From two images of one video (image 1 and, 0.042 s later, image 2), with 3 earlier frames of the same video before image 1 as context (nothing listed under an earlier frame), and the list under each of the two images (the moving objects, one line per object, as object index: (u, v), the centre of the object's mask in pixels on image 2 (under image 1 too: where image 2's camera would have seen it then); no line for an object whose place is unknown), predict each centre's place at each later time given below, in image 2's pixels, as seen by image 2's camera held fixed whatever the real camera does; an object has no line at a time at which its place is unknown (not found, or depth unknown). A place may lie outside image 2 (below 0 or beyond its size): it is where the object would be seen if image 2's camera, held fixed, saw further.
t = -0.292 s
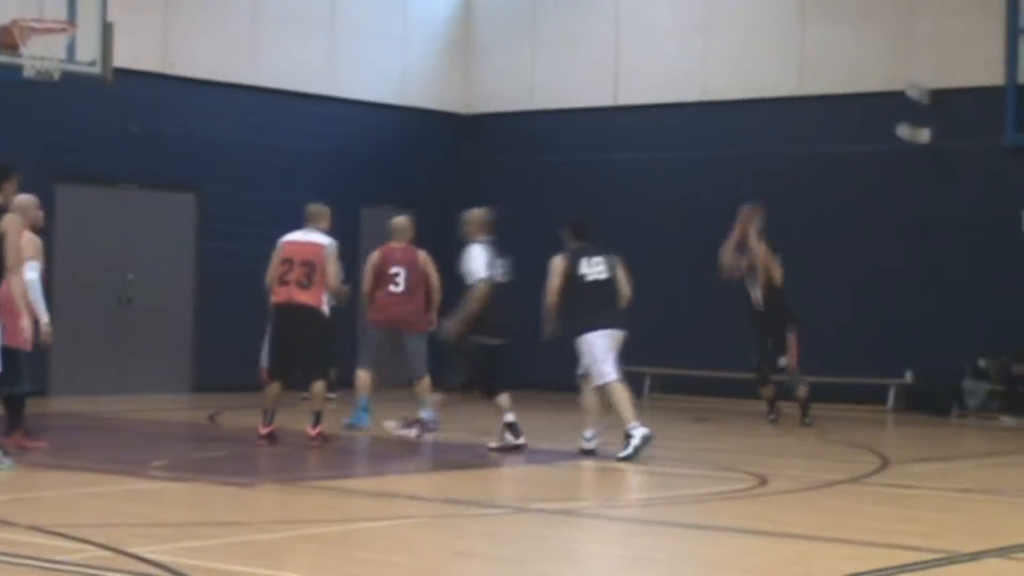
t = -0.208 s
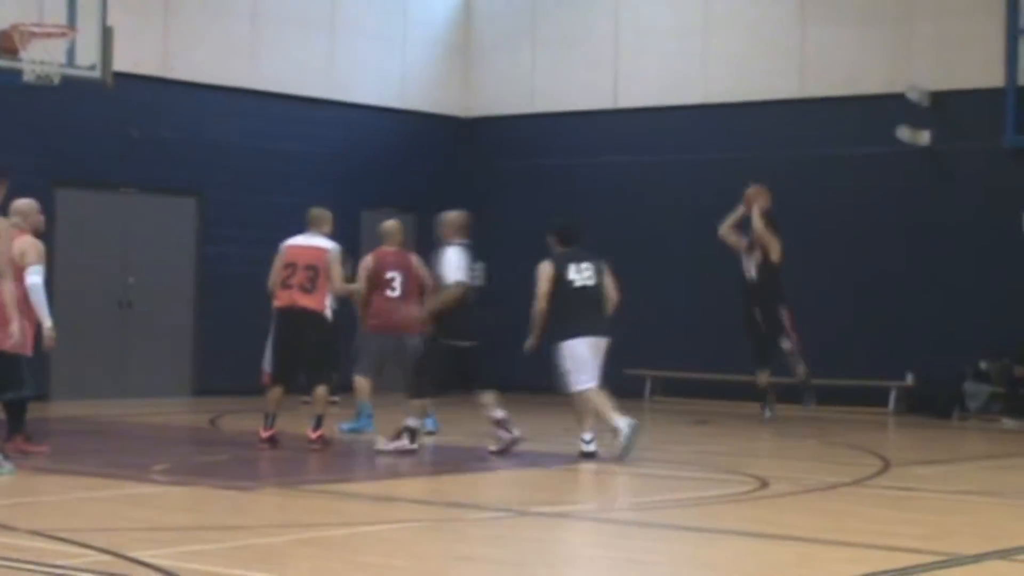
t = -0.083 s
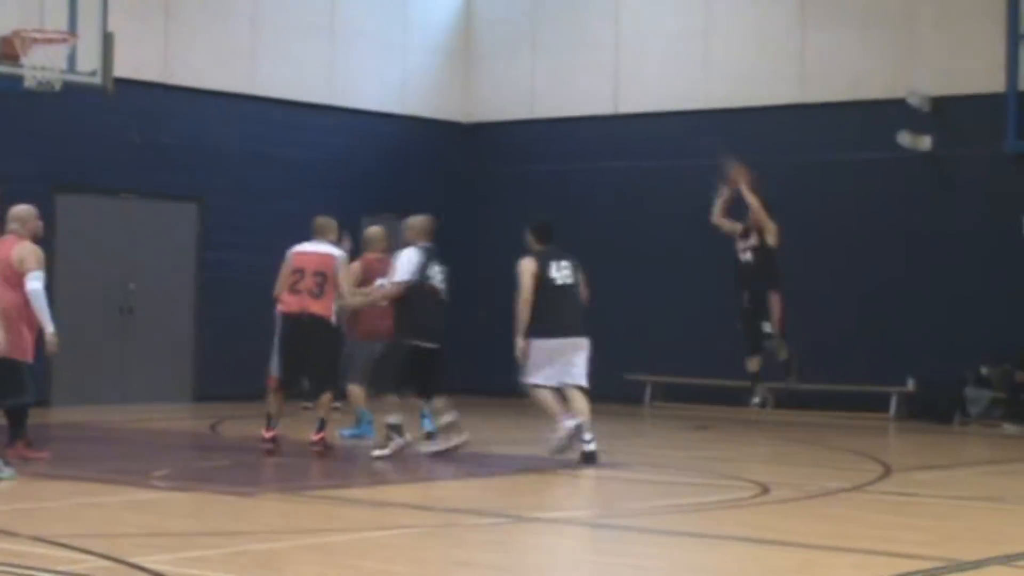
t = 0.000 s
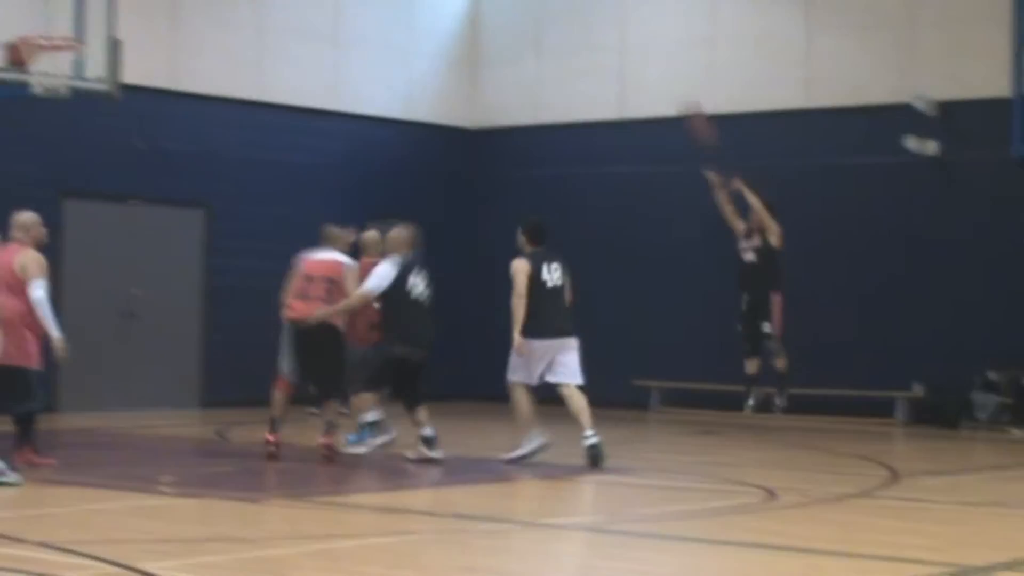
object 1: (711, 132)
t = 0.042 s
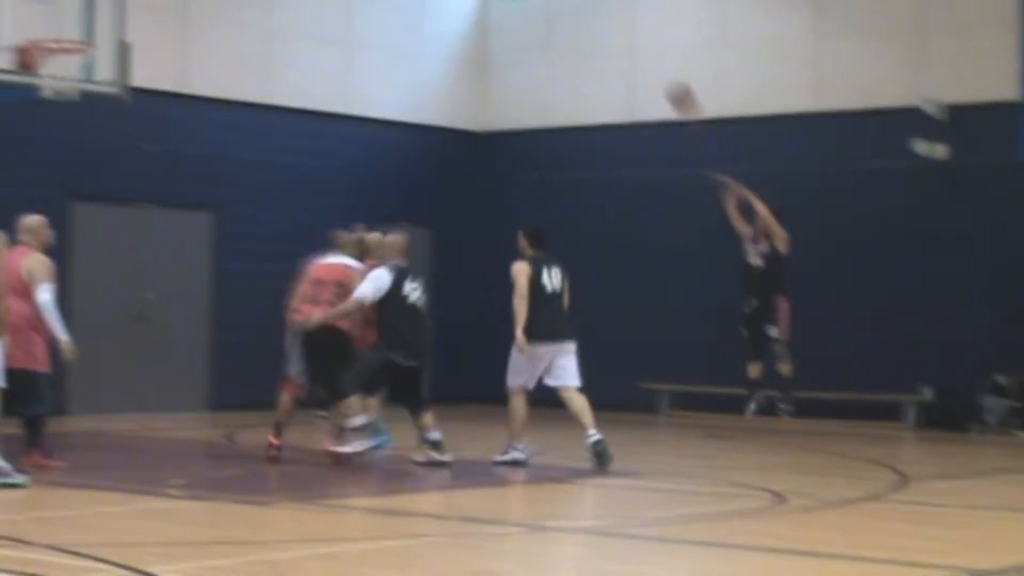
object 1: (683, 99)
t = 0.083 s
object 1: (659, 74)
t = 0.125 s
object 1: (637, 51)
